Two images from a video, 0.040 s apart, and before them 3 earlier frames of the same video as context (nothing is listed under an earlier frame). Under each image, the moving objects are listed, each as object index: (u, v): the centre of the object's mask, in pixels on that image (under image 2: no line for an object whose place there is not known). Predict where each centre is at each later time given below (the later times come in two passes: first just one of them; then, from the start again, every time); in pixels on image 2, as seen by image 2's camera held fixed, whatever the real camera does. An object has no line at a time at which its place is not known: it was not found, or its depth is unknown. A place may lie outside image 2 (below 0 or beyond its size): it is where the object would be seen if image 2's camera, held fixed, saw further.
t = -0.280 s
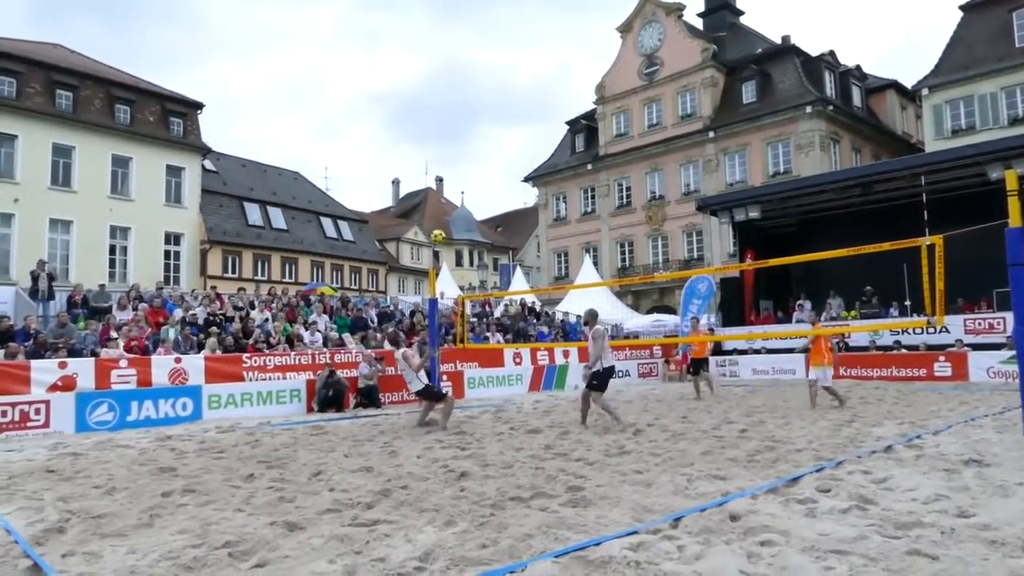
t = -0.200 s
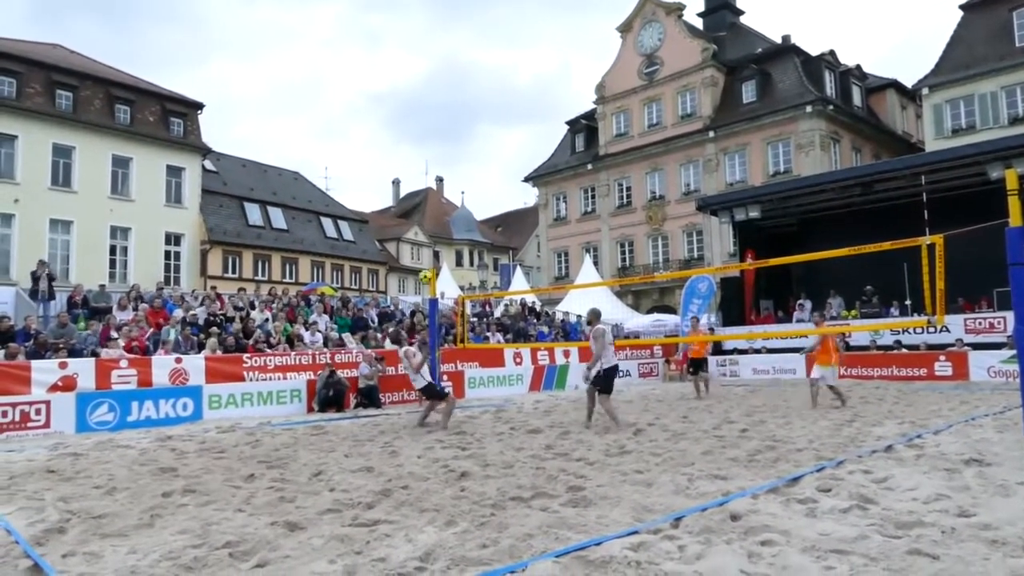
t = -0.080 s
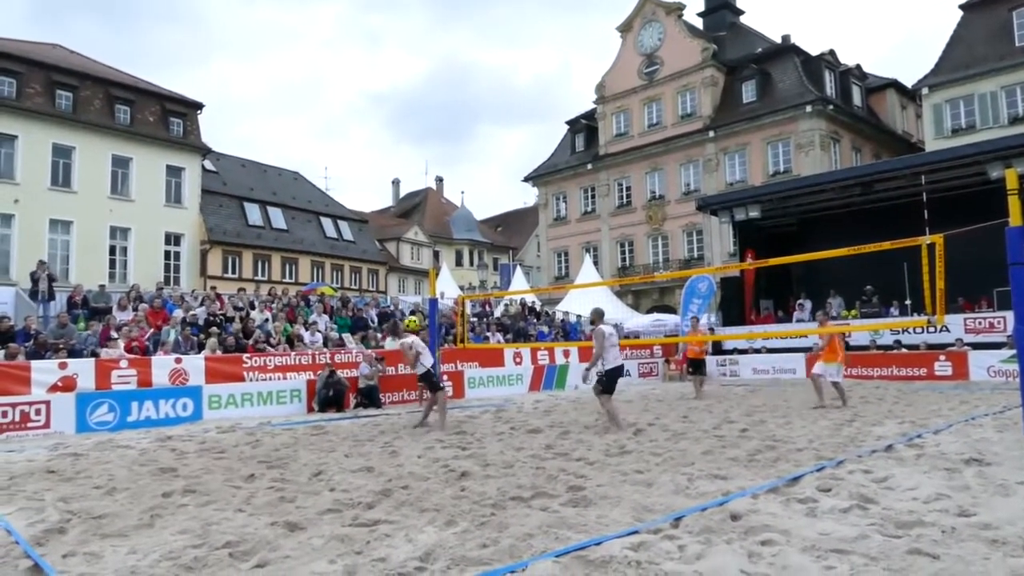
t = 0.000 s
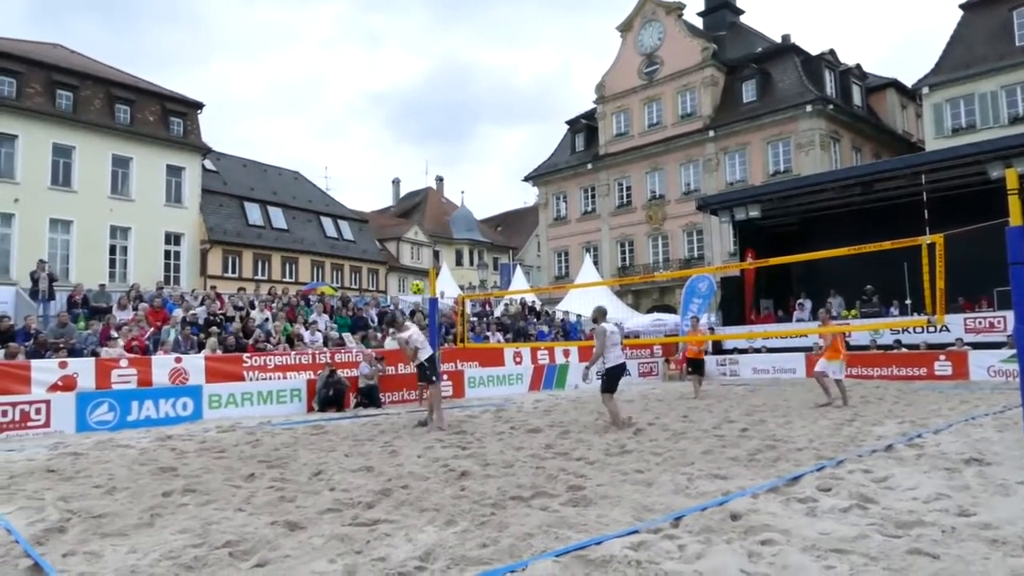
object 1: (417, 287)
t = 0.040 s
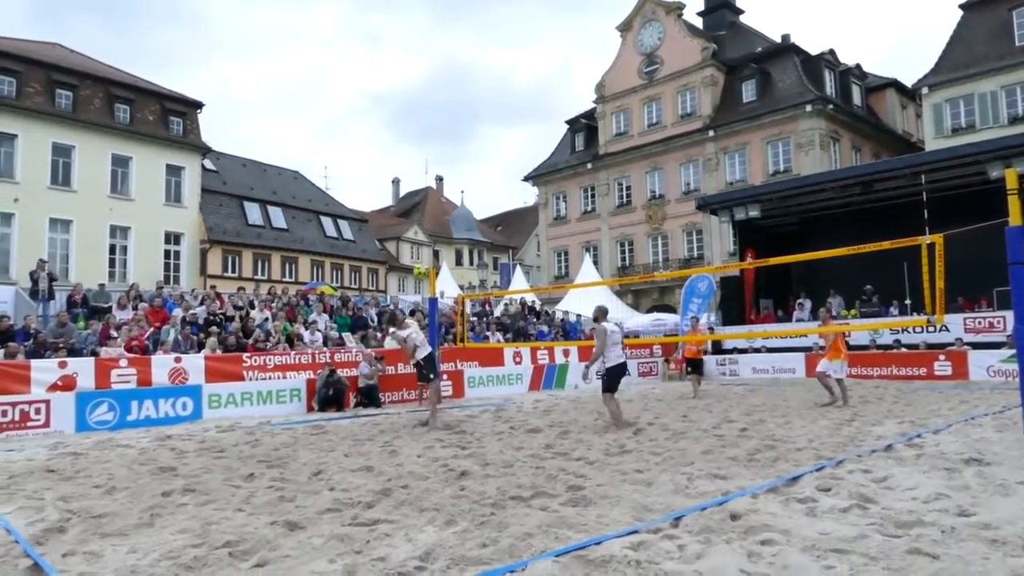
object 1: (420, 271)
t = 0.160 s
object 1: (430, 230)
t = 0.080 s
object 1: (423, 255)
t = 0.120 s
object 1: (427, 242)
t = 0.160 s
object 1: (430, 230)
